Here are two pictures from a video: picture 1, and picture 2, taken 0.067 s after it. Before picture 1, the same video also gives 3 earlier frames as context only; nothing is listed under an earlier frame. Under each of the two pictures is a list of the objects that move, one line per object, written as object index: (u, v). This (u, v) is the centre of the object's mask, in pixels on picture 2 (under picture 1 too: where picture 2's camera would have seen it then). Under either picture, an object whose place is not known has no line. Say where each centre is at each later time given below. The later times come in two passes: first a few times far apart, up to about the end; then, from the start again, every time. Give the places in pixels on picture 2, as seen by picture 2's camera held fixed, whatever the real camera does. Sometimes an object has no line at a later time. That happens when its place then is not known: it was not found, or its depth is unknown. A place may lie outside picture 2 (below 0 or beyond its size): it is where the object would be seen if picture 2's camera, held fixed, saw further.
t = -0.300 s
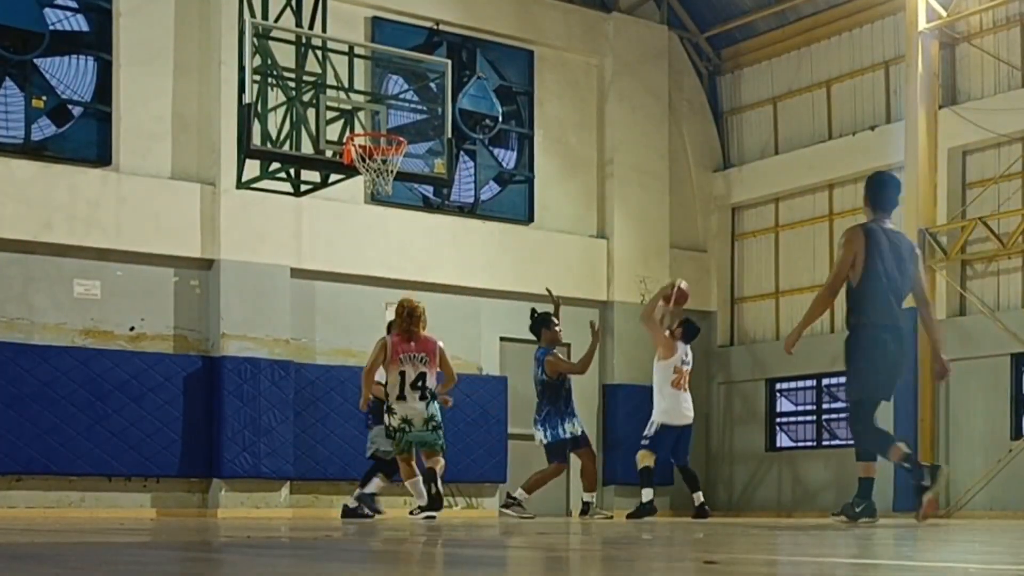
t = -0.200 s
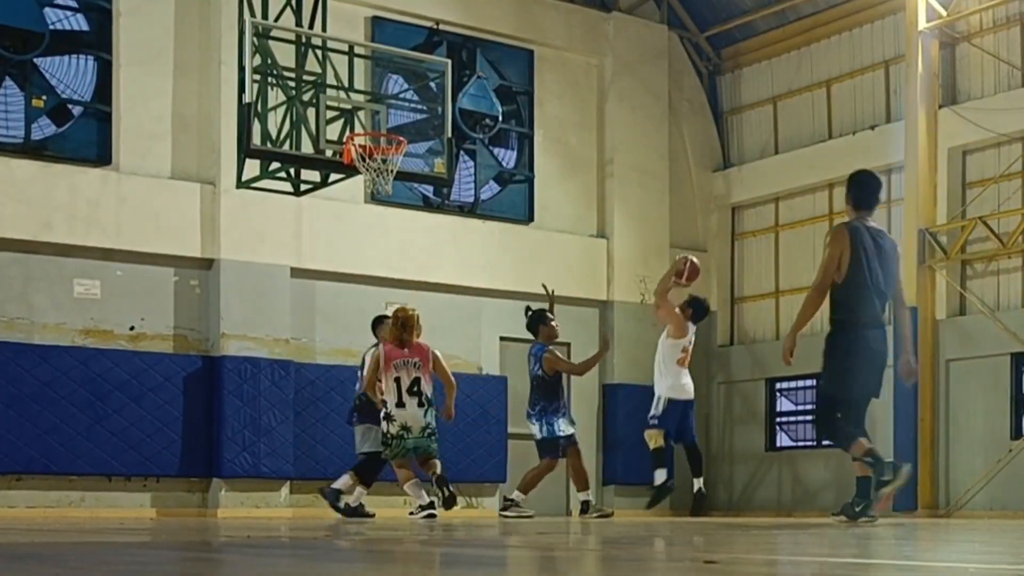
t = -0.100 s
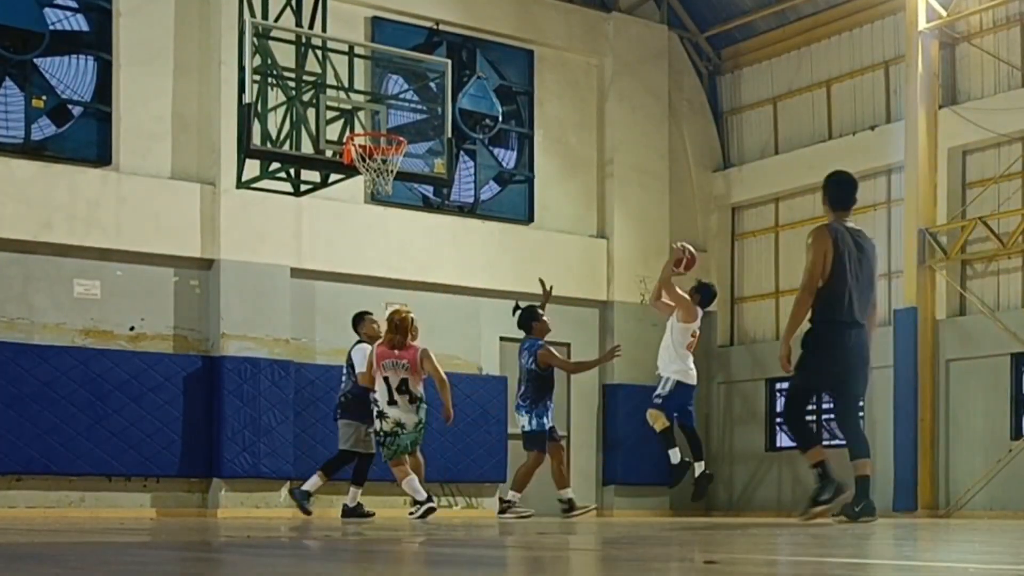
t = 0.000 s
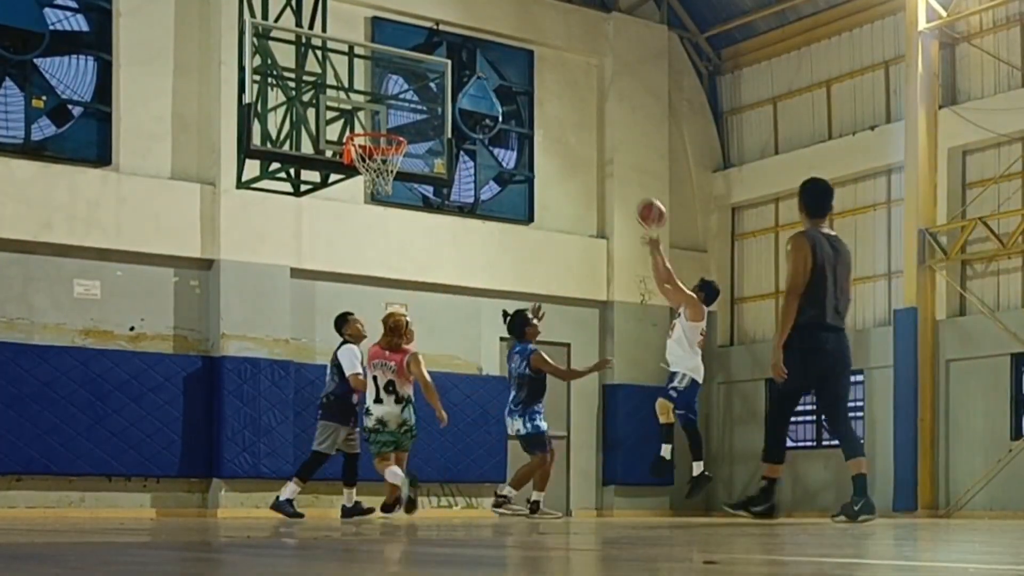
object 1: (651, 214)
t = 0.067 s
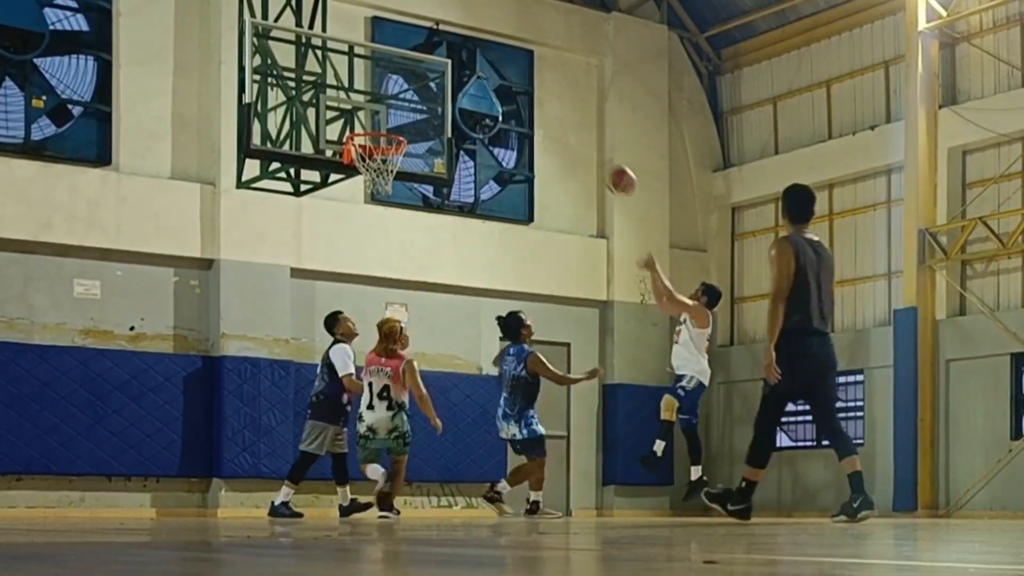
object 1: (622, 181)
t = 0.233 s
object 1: (545, 122)
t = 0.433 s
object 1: (456, 97)
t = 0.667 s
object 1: (350, 126)
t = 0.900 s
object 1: (338, 108)
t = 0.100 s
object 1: (606, 166)
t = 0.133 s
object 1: (590, 153)
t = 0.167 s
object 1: (575, 141)
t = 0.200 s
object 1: (560, 131)
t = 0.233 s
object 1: (545, 122)
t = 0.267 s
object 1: (529, 115)
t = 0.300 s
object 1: (516, 109)
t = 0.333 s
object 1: (501, 104)
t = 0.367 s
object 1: (486, 100)
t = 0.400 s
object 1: (471, 98)
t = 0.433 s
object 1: (456, 97)
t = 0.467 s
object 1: (442, 98)
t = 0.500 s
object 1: (428, 100)
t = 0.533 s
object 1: (413, 103)
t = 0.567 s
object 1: (396, 108)
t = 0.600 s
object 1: (382, 114)
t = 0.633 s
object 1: (368, 120)
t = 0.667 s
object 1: (350, 126)
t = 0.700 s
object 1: (348, 124)
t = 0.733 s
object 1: (346, 119)
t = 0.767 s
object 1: (345, 115)
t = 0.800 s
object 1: (342, 111)
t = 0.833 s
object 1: (342, 108)
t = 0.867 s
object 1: (340, 107)
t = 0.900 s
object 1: (338, 108)
